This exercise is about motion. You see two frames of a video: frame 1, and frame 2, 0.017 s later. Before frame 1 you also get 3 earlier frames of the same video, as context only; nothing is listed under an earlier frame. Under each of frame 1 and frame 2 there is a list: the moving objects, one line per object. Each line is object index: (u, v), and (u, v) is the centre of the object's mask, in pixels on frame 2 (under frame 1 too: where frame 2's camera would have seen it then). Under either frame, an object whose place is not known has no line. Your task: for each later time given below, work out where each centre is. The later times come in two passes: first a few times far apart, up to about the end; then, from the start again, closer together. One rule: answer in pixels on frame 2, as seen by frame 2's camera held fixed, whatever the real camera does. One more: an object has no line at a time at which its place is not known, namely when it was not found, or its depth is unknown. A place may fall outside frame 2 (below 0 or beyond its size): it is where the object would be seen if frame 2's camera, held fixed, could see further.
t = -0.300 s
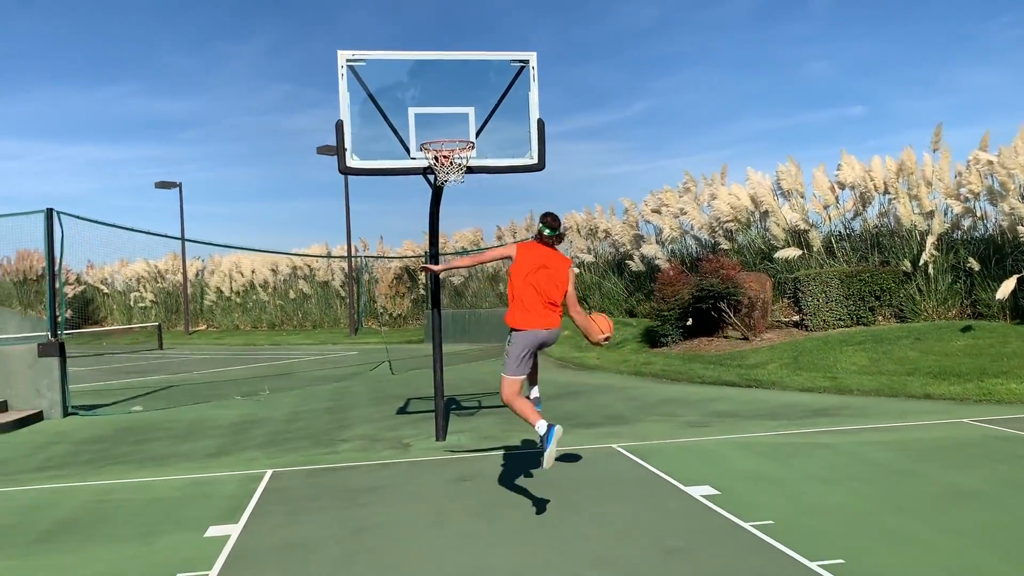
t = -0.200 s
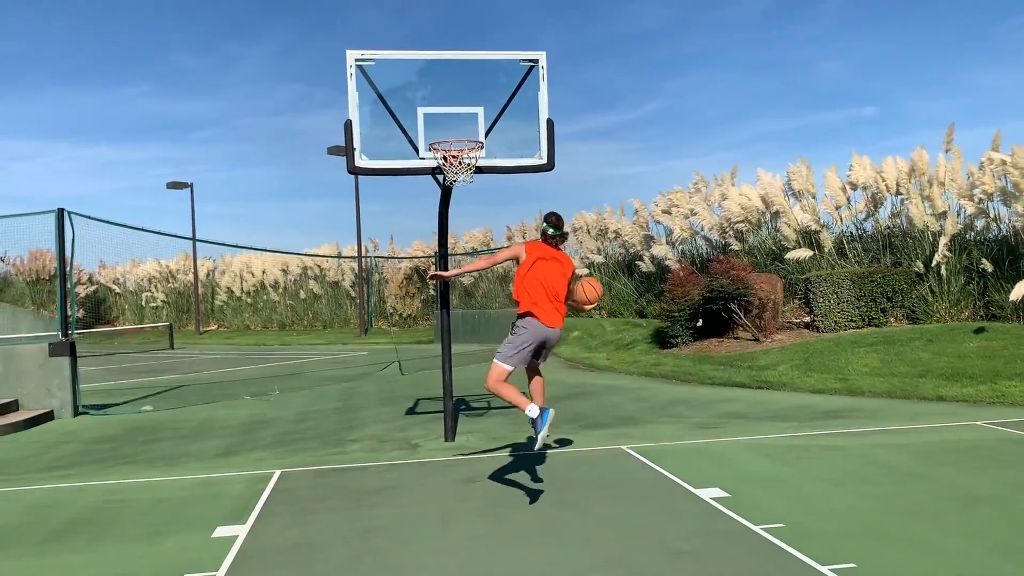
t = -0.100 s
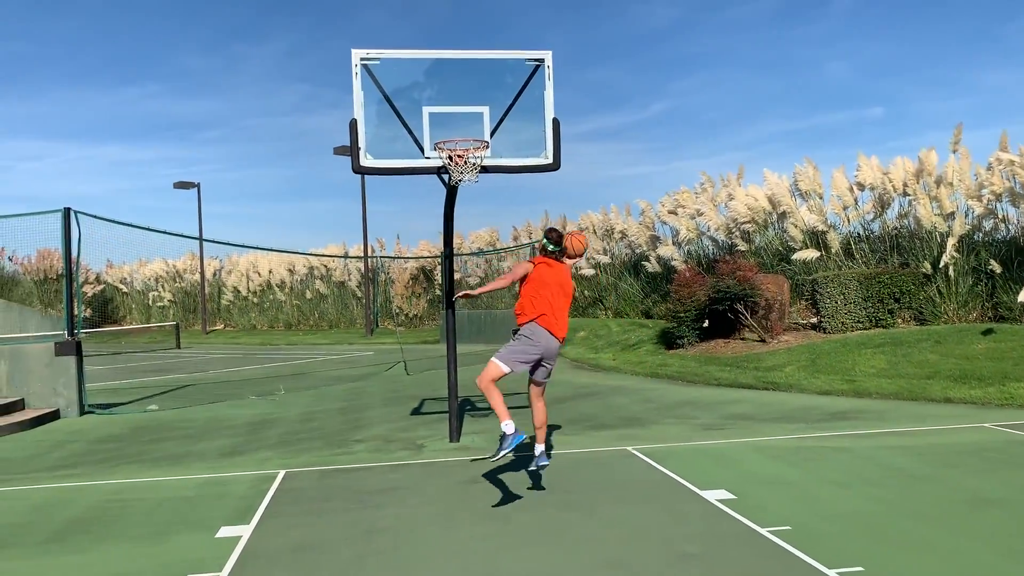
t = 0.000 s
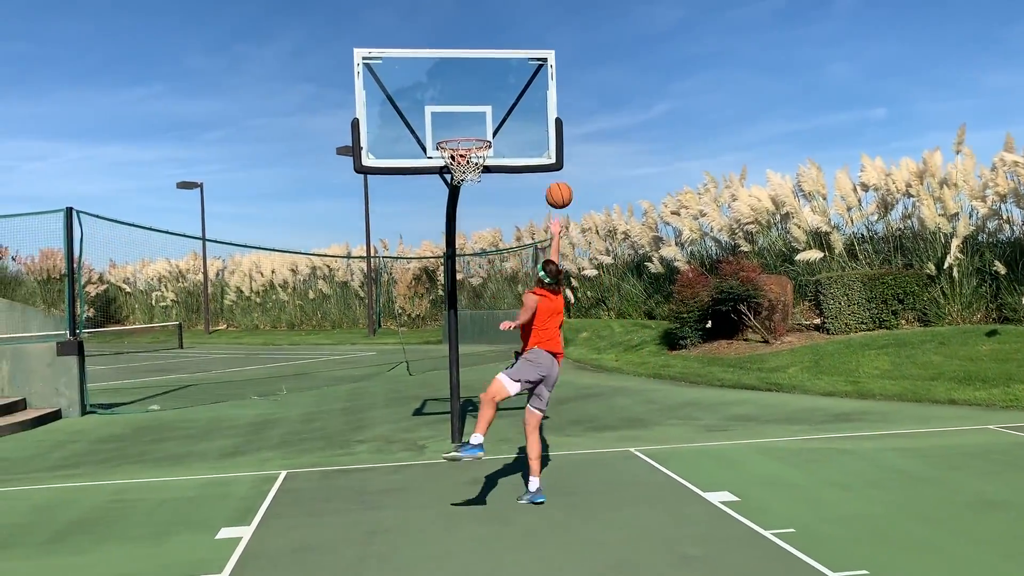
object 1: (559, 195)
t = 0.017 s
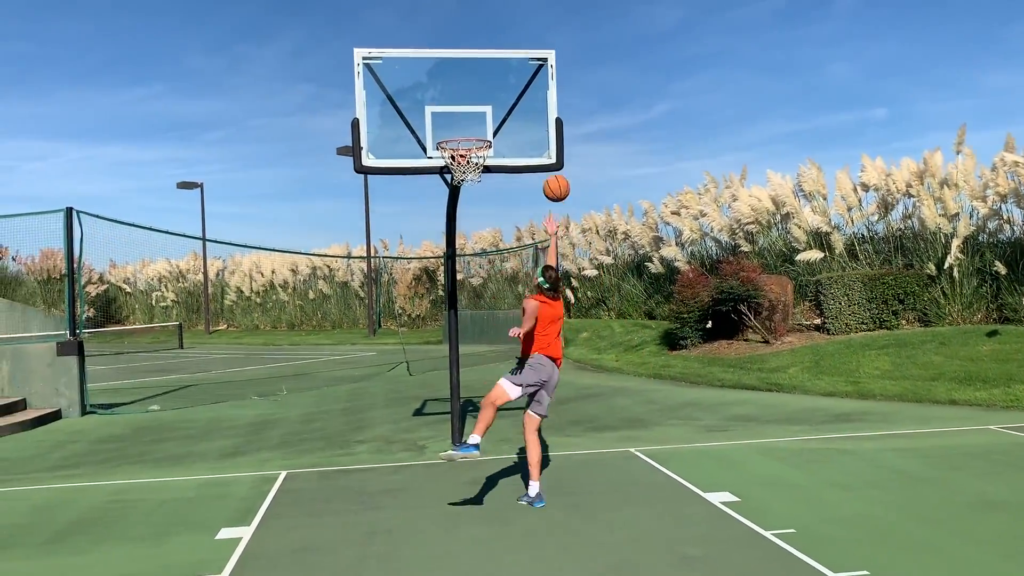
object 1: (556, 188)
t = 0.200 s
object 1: (527, 133)
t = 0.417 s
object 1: (516, 106)
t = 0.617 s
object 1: (509, 124)
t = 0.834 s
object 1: (503, 199)
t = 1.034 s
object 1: (499, 324)
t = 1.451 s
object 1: (476, 368)
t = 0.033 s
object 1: (553, 181)
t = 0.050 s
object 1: (551, 175)
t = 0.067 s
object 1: (548, 169)
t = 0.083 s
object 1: (545, 163)
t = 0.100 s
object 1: (543, 157)
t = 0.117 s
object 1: (540, 153)
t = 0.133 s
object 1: (537, 148)
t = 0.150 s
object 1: (535, 144)
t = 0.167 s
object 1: (532, 140)
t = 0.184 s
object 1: (530, 137)
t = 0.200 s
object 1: (527, 133)
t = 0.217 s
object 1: (525, 130)
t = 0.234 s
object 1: (522, 127)
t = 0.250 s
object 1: (521, 124)
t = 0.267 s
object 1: (521, 121)
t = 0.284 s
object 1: (520, 118)
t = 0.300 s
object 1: (519, 116)
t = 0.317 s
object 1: (519, 113)
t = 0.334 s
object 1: (518, 111)
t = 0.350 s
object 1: (518, 110)
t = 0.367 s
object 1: (517, 108)
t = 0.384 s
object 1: (516, 107)
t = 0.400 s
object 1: (516, 106)
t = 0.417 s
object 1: (516, 106)
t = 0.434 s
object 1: (515, 106)
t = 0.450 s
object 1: (514, 106)
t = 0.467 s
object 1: (514, 106)
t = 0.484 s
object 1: (513, 107)
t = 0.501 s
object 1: (513, 108)
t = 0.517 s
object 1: (512, 109)
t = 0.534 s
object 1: (511, 111)
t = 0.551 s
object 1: (511, 113)
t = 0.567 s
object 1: (510, 115)
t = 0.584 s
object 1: (510, 118)
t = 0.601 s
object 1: (509, 121)
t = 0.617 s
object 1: (509, 124)
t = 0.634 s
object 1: (509, 128)
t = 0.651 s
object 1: (508, 132)
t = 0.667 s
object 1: (507, 136)
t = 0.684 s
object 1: (507, 141)
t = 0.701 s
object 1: (507, 146)
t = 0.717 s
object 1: (506, 151)
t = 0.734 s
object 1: (506, 156)
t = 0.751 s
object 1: (505, 163)
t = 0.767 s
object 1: (504, 170)
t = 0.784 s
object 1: (504, 176)
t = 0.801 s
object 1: (503, 184)
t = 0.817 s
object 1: (503, 191)
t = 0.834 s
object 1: (503, 199)
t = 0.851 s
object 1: (502, 207)
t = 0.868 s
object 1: (502, 216)
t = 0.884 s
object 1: (502, 225)
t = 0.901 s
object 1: (502, 234)
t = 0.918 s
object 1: (501, 244)
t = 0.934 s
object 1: (501, 254)
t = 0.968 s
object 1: (501, 276)
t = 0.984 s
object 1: (500, 287)
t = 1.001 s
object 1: (500, 299)
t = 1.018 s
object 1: (499, 311)
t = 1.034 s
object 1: (499, 324)
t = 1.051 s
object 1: (498, 336)
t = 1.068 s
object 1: (498, 350)
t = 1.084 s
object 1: (498, 364)
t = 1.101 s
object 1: (498, 379)
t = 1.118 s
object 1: (497, 394)
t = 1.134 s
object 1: (497, 409)
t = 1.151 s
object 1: (496, 425)
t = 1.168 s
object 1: (496, 441)
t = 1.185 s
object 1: (495, 457)
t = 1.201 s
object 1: (495, 474)
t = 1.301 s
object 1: (489, 463)
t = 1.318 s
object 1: (488, 451)
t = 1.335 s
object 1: (486, 440)
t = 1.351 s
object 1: (485, 429)
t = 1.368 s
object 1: (483, 418)
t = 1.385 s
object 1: (482, 407)
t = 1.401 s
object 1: (480, 397)
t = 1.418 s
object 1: (478, 387)
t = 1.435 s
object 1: (477, 378)
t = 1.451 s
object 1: (476, 368)
